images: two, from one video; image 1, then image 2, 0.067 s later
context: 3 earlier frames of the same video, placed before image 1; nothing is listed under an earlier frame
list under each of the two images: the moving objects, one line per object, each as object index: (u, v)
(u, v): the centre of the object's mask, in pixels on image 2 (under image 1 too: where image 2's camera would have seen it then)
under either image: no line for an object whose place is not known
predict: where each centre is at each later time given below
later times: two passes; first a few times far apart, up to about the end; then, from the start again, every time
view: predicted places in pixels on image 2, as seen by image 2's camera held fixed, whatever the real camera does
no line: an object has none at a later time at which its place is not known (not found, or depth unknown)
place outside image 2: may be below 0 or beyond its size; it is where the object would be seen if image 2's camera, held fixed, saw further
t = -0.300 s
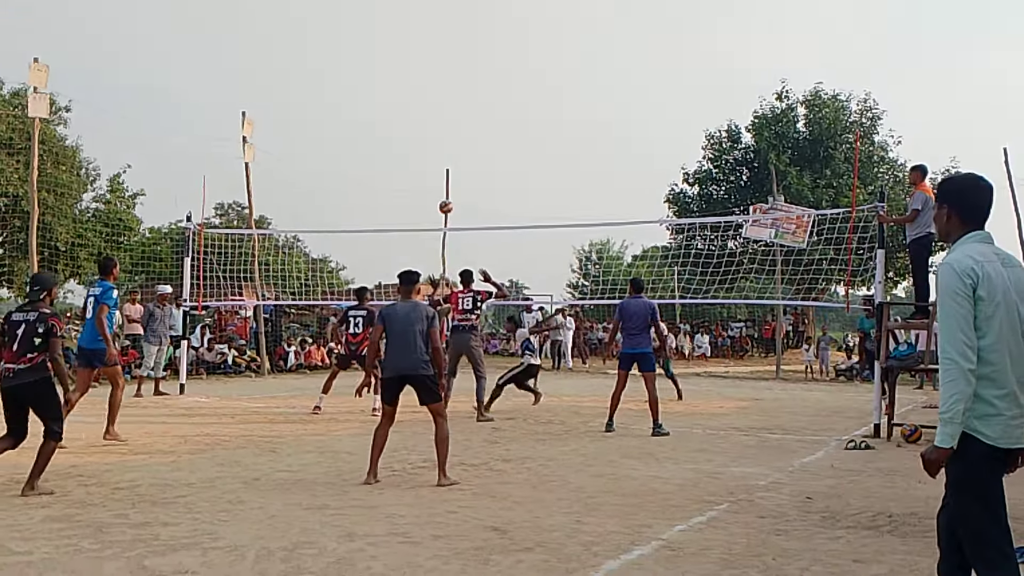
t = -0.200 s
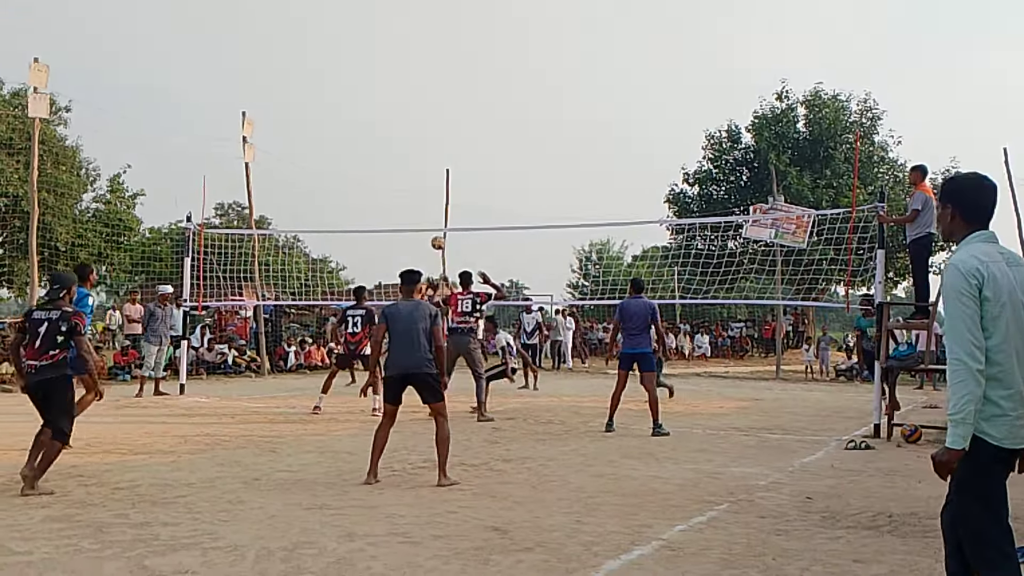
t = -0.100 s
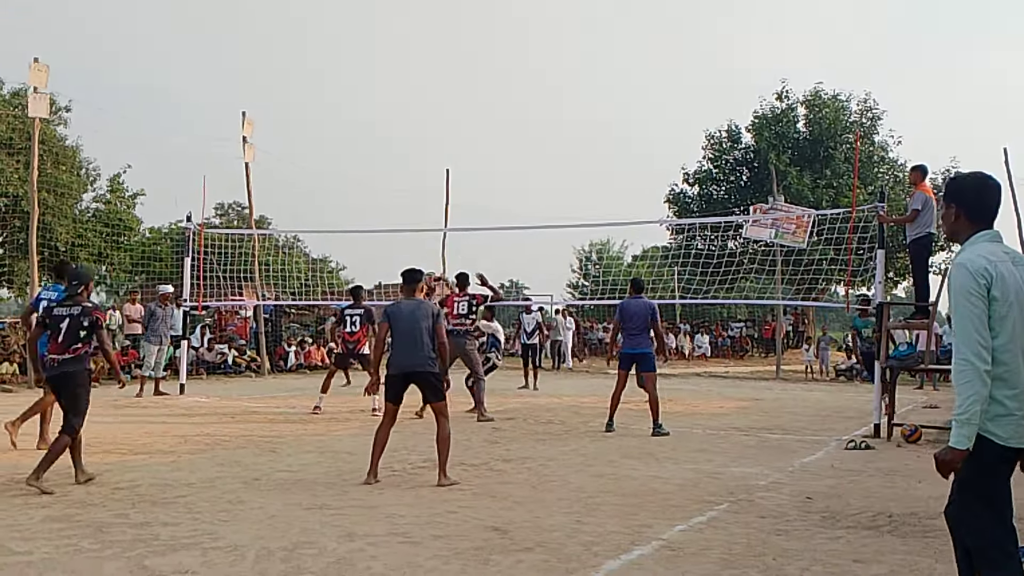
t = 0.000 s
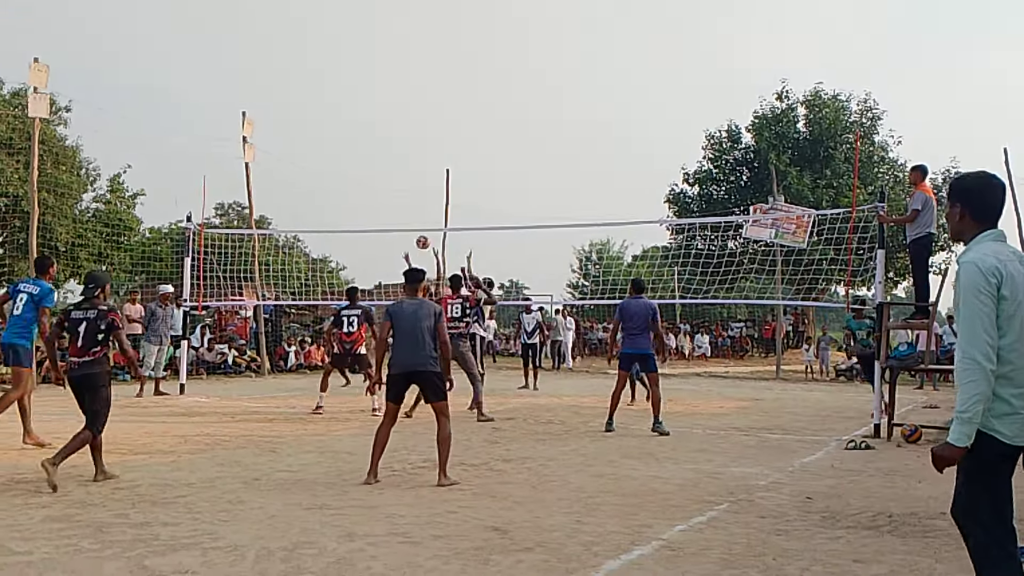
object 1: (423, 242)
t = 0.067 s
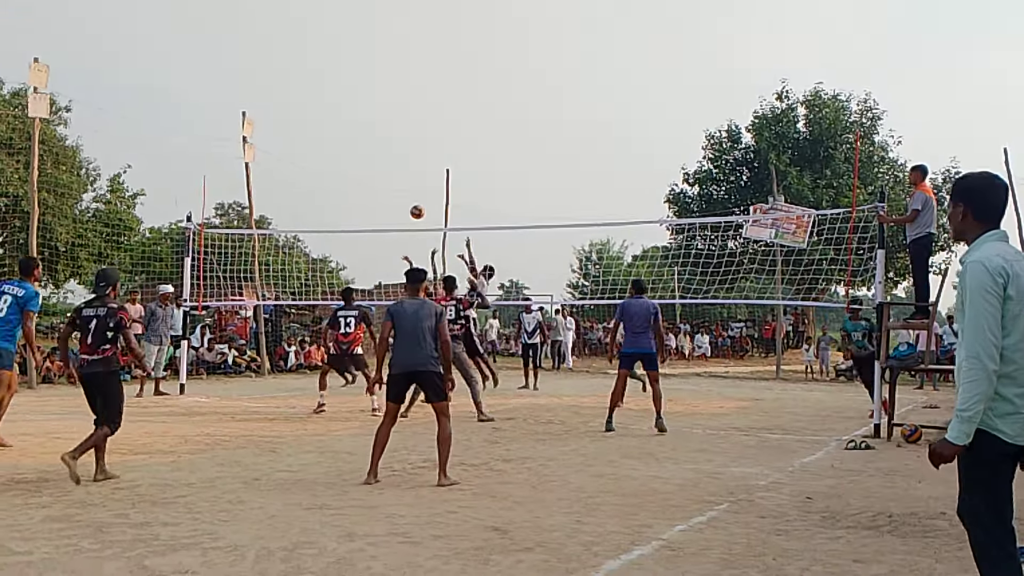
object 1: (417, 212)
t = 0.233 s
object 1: (402, 151)
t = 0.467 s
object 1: (381, 99)
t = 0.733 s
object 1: (355, 86)
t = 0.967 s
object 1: (333, 113)
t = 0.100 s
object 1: (414, 198)
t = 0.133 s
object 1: (411, 185)
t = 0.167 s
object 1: (408, 173)
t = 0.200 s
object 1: (405, 161)
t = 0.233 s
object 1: (402, 151)
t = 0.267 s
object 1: (399, 141)
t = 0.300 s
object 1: (396, 132)
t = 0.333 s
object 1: (393, 124)
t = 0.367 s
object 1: (390, 117)
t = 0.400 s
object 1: (387, 110)
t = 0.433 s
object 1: (384, 104)
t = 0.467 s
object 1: (381, 99)
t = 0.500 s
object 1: (377, 94)
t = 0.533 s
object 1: (374, 91)
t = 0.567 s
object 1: (371, 88)
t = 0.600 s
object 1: (368, 87)
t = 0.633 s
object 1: (364, 85)
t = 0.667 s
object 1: (361, 85)
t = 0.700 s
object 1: (358, 85)
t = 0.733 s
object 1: (355, 86)
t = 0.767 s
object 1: (352, 88)
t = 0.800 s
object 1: (349, 90)
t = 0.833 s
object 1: (346, 93)
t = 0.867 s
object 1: (342, 97)
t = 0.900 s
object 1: (339, 101)
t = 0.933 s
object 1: (336, 107)
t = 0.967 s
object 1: (333, 113)
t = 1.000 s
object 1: (330, 120)
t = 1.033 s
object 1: (326, 127)
